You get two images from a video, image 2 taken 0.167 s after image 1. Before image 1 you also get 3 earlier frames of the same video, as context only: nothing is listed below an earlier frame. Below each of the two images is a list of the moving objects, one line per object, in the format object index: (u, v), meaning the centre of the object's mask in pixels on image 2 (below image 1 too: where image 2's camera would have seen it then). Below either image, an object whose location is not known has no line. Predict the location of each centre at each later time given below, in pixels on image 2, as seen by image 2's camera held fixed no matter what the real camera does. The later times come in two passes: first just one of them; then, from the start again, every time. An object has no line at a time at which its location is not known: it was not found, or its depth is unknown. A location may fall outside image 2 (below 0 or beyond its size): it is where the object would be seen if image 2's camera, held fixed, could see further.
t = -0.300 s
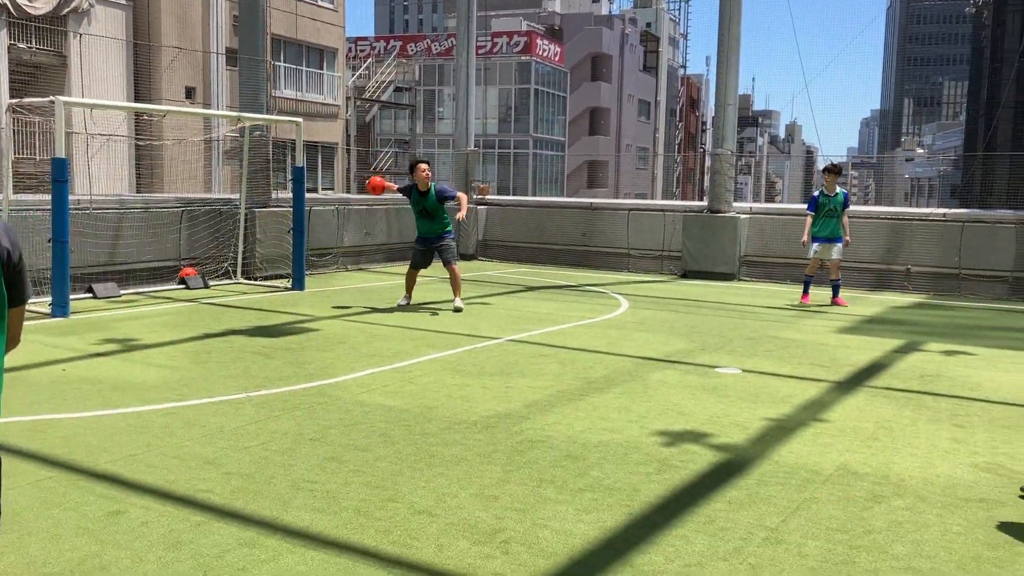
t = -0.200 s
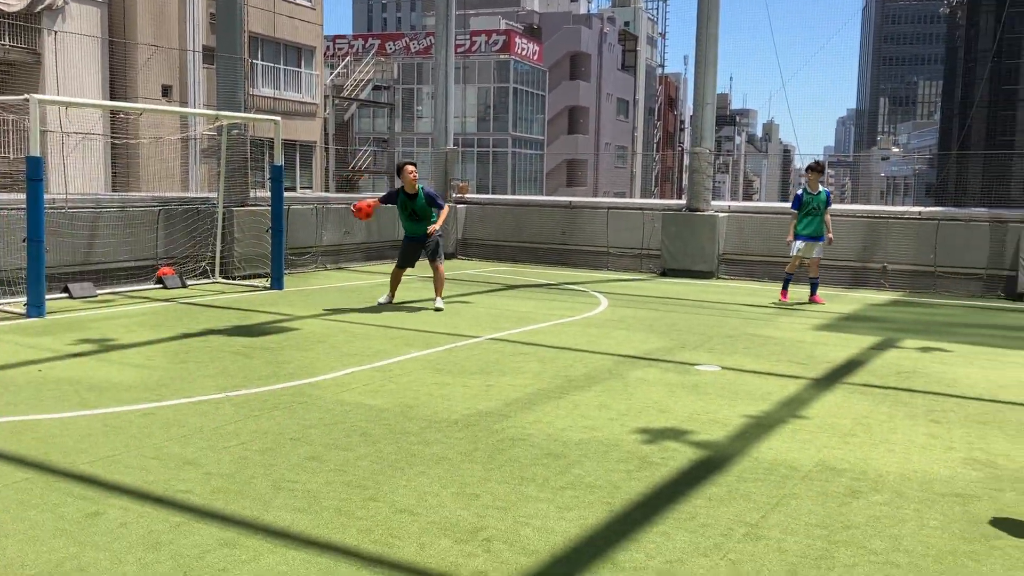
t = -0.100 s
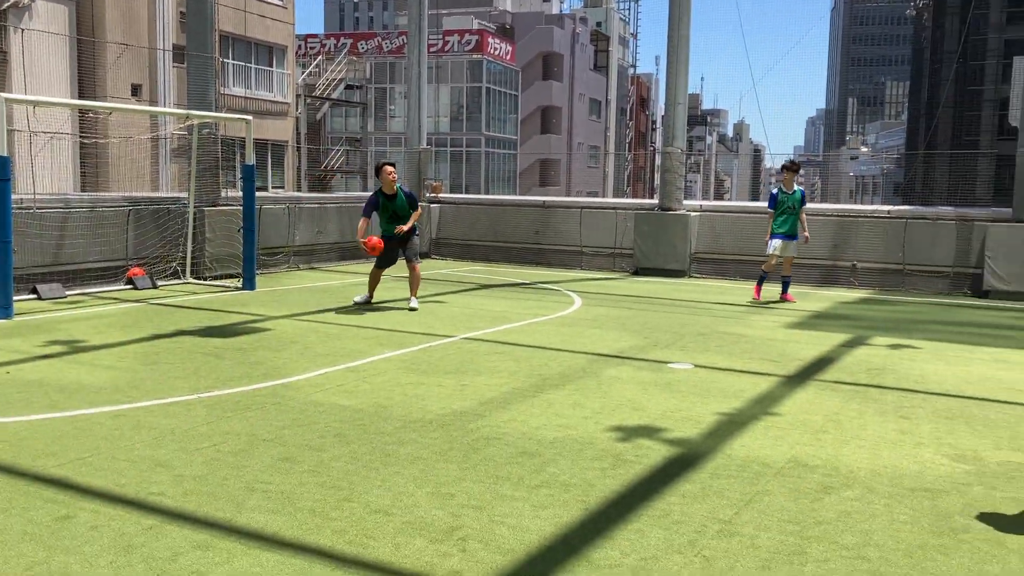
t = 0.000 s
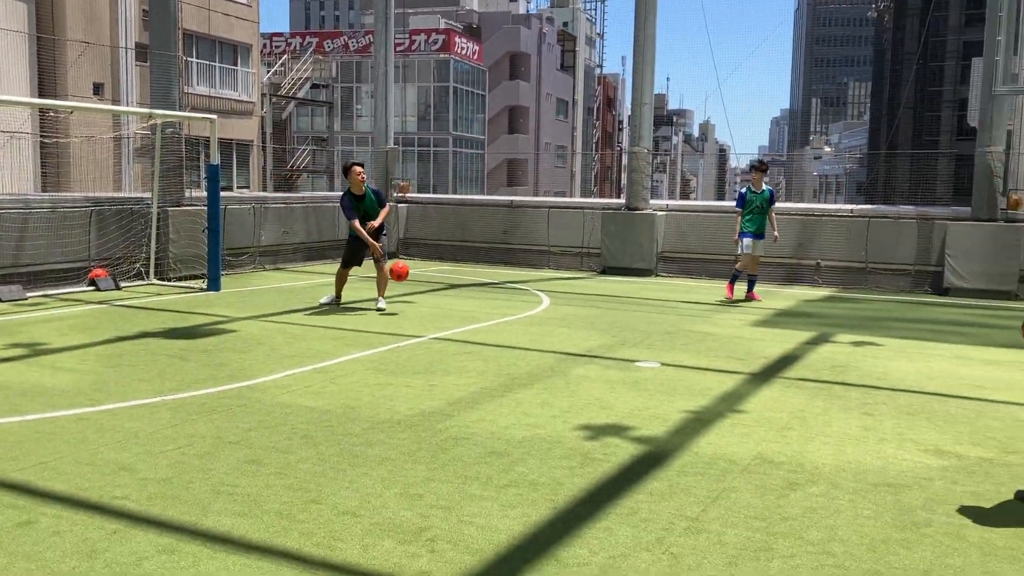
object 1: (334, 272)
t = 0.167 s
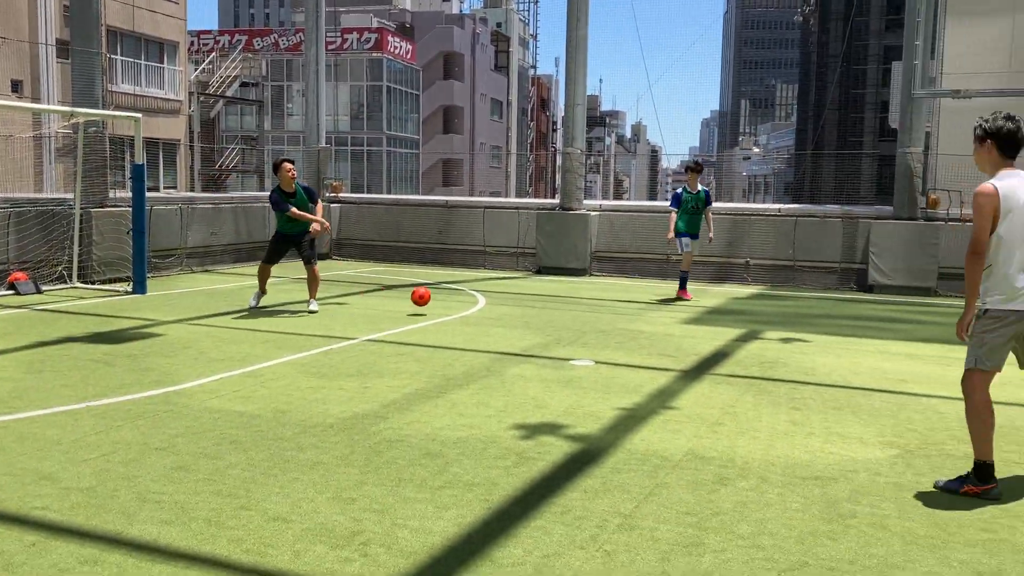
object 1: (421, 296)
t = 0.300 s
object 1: (472, 285)
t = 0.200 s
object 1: (433, 292)
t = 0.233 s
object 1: (446, 288)
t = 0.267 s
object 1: (459, 286)
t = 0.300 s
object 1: (472, 285)
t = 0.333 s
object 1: (484, 285)
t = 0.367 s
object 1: (496, 286)
